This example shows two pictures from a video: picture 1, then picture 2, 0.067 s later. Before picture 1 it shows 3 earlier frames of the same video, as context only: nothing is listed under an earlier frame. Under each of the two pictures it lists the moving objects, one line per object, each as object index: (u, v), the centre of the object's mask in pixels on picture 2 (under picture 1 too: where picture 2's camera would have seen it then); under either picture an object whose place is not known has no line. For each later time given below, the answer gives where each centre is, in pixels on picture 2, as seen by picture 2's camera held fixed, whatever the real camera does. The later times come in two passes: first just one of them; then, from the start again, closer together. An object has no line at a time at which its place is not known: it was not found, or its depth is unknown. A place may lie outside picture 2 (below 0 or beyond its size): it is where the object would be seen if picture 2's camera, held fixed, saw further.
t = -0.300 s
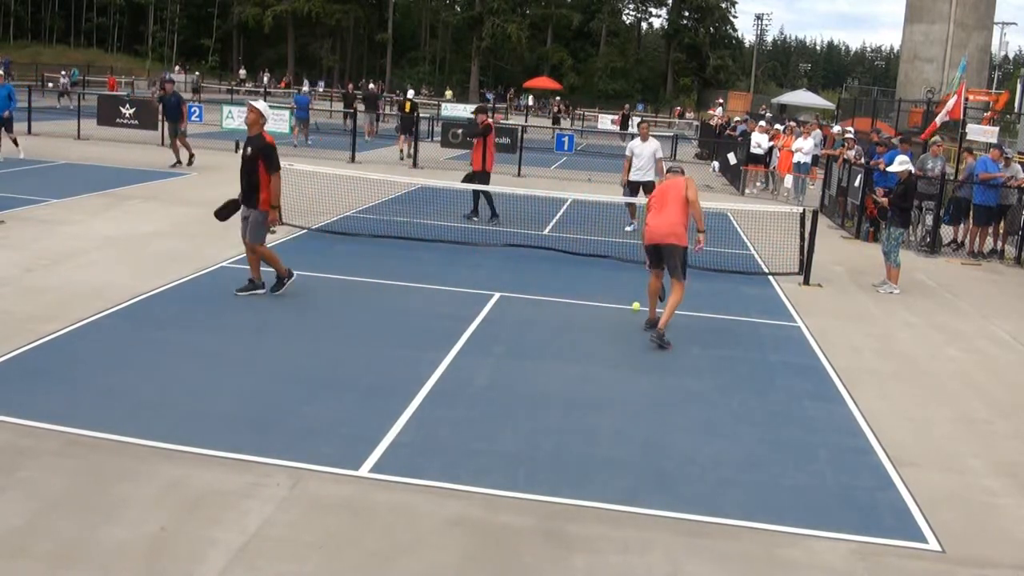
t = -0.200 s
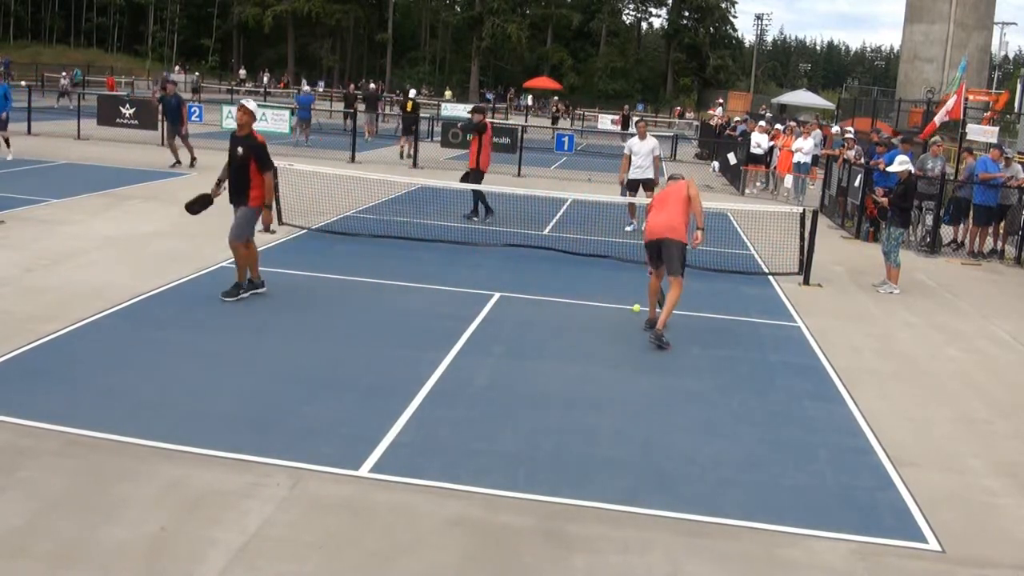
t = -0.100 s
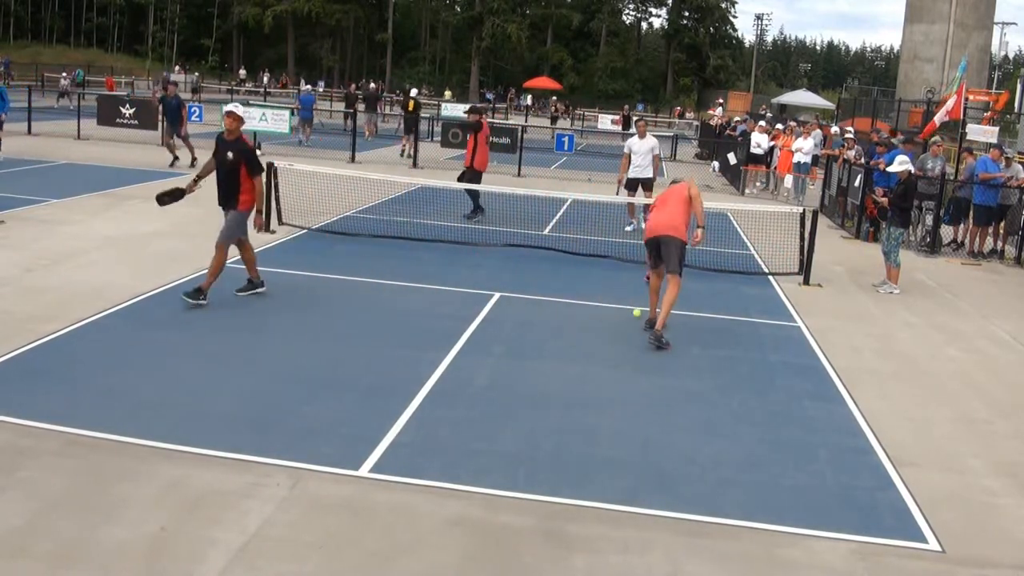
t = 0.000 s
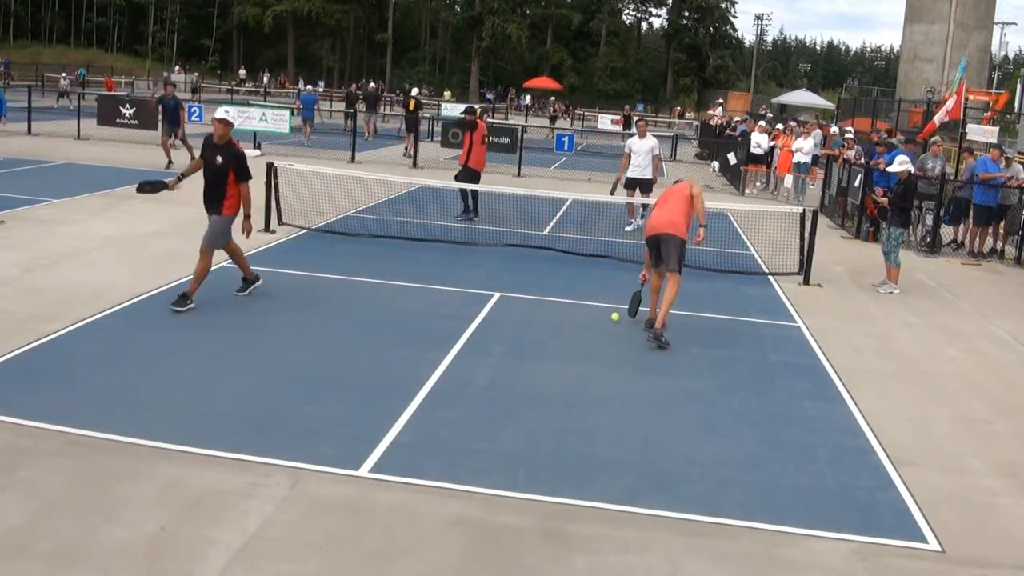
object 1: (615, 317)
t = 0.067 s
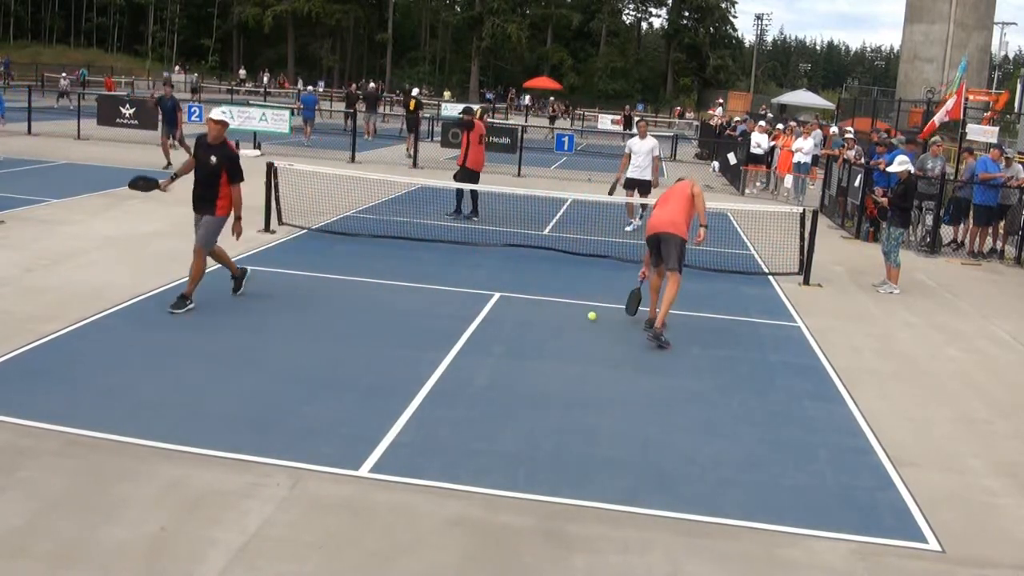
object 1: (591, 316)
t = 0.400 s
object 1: (493, 323)
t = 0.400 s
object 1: (493, 323)
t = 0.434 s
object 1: (484, 323)
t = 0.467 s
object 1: (476, 324)
